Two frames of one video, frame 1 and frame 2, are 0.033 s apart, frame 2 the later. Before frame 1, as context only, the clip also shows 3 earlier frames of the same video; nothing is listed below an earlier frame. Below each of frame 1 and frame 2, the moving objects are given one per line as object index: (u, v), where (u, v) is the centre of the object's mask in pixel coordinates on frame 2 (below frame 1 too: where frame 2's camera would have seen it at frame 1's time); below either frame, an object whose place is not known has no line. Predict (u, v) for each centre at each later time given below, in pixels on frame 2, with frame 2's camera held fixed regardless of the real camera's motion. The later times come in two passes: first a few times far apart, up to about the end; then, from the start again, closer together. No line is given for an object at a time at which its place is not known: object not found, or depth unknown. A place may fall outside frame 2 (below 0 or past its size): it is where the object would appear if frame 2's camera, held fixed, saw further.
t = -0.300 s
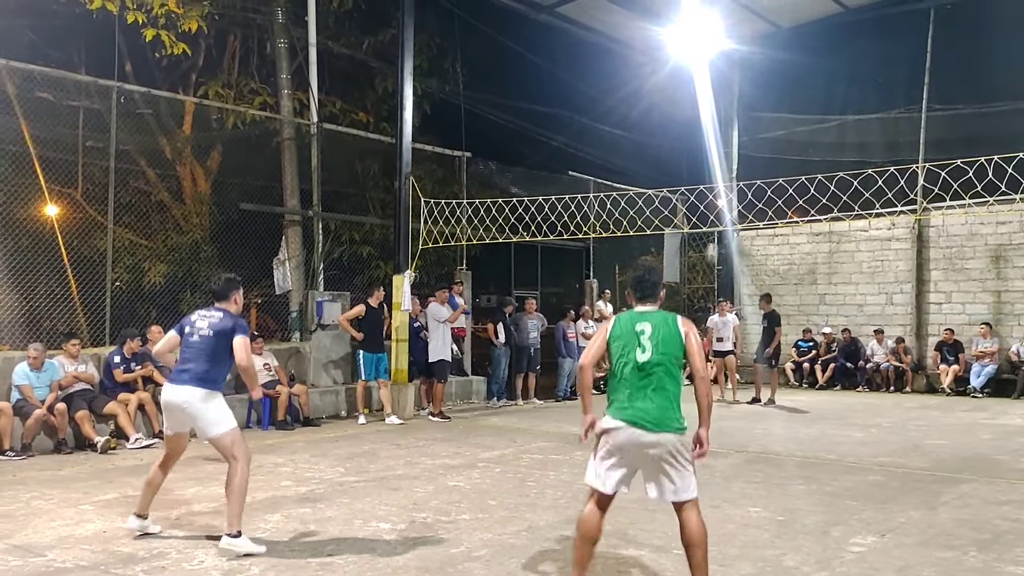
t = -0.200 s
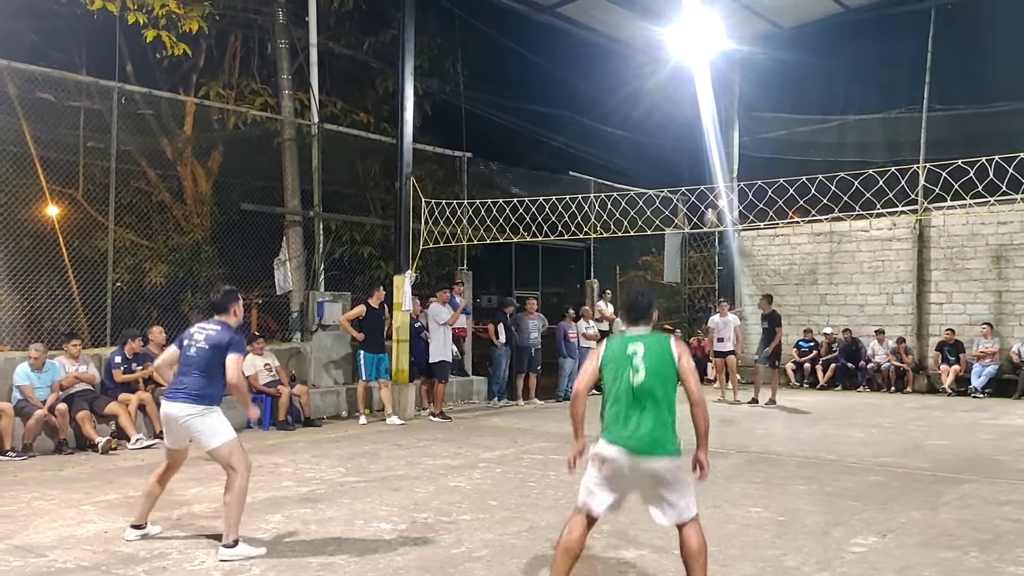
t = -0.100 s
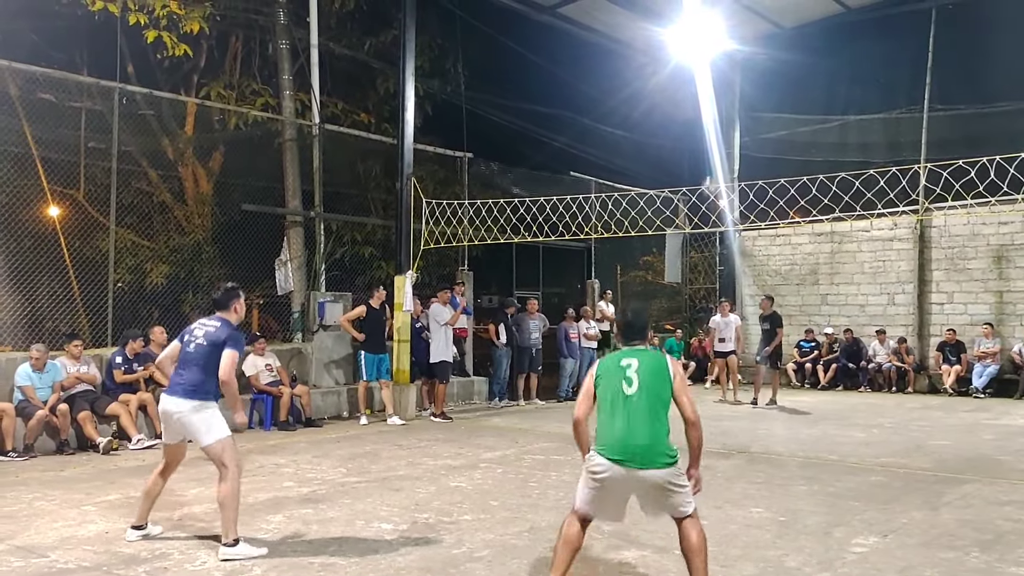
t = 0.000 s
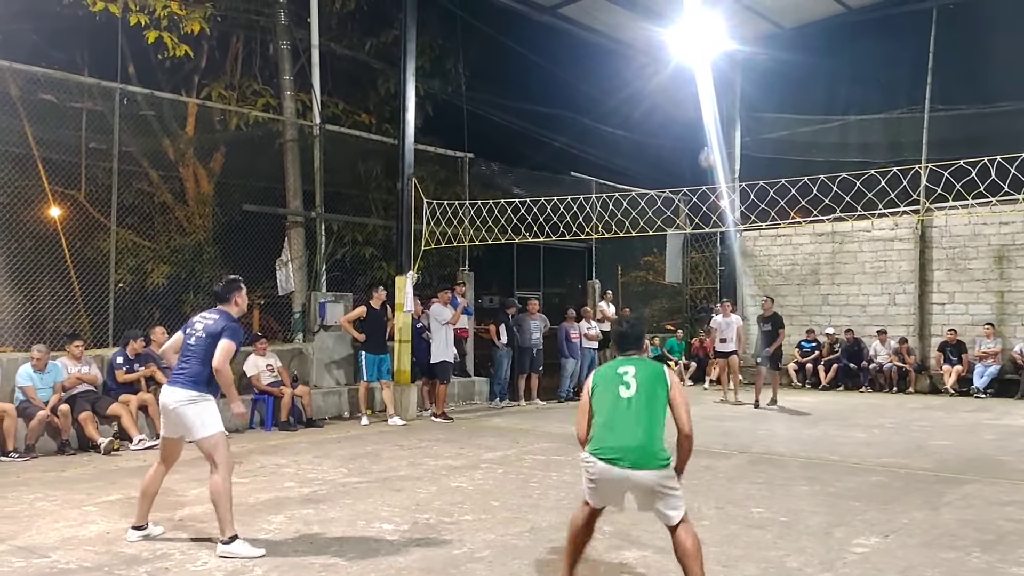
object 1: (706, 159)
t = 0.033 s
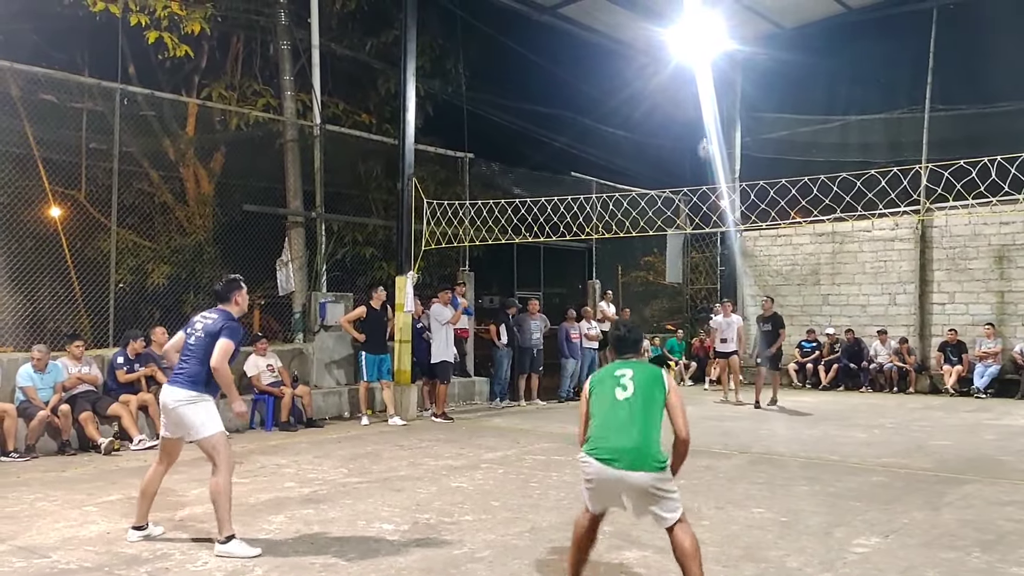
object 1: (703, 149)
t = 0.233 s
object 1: (694, 108)
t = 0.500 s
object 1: (677, 99)
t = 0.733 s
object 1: (646, 187)
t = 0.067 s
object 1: (702, 142)
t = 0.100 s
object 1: (701, 133)
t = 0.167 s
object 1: (697, 119)
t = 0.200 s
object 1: (695, 112)
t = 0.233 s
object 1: (694, 108)
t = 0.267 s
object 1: (693, 103)
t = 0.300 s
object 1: (691, 99)
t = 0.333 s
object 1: (690, 95)
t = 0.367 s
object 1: (688, 94)
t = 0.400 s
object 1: (686, 92)
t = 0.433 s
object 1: (684, 93)
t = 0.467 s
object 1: (681, 95)
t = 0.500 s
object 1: (677, 99)
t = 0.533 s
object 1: (674, 104)
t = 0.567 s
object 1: (670, 111)
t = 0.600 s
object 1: (666, 120)
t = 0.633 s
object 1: (662, 133)
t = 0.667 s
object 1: (657, 148)
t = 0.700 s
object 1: (652, 166)
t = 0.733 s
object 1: (646, 187)
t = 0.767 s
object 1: (639, 218)
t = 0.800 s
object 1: (632, 251)
